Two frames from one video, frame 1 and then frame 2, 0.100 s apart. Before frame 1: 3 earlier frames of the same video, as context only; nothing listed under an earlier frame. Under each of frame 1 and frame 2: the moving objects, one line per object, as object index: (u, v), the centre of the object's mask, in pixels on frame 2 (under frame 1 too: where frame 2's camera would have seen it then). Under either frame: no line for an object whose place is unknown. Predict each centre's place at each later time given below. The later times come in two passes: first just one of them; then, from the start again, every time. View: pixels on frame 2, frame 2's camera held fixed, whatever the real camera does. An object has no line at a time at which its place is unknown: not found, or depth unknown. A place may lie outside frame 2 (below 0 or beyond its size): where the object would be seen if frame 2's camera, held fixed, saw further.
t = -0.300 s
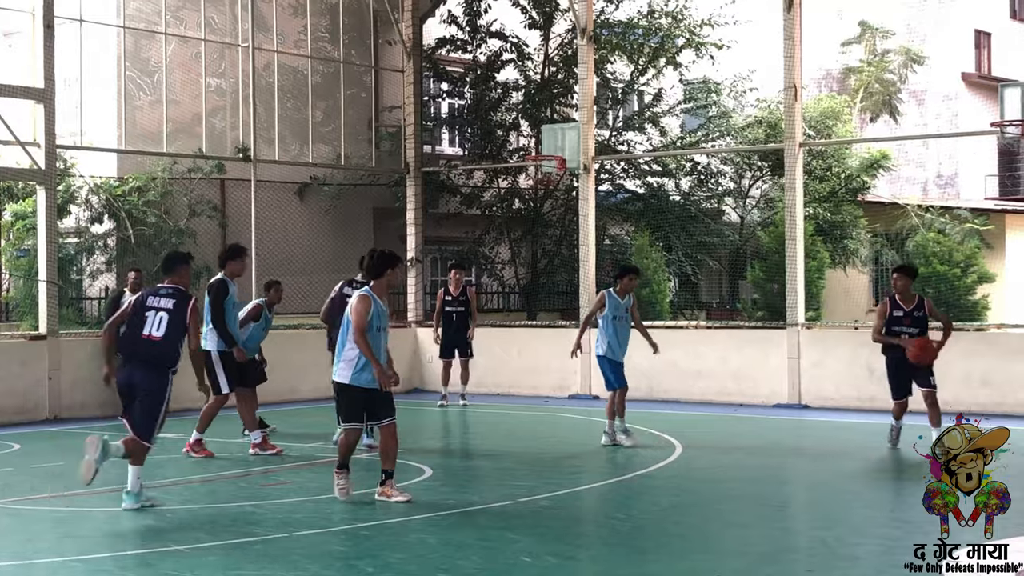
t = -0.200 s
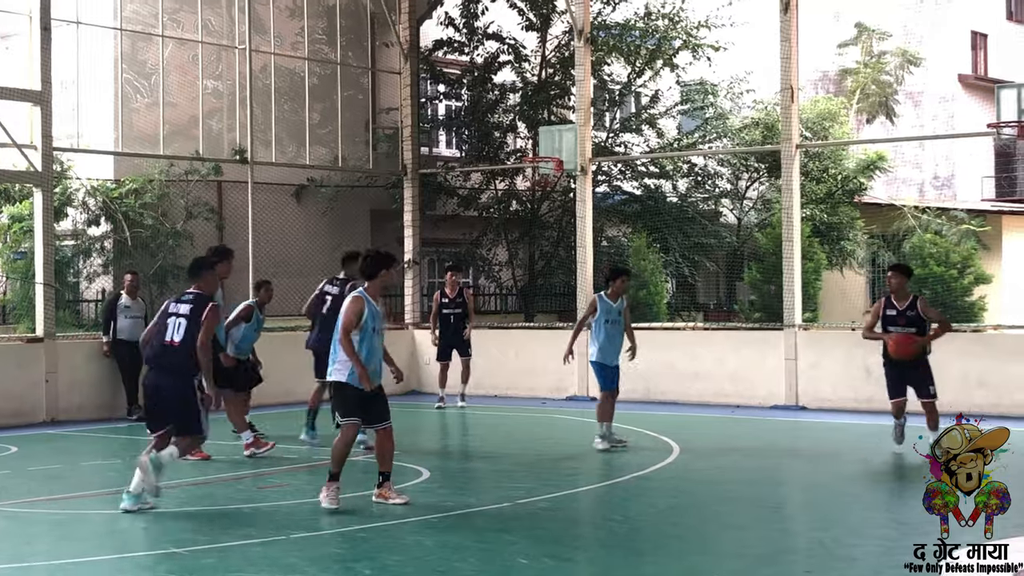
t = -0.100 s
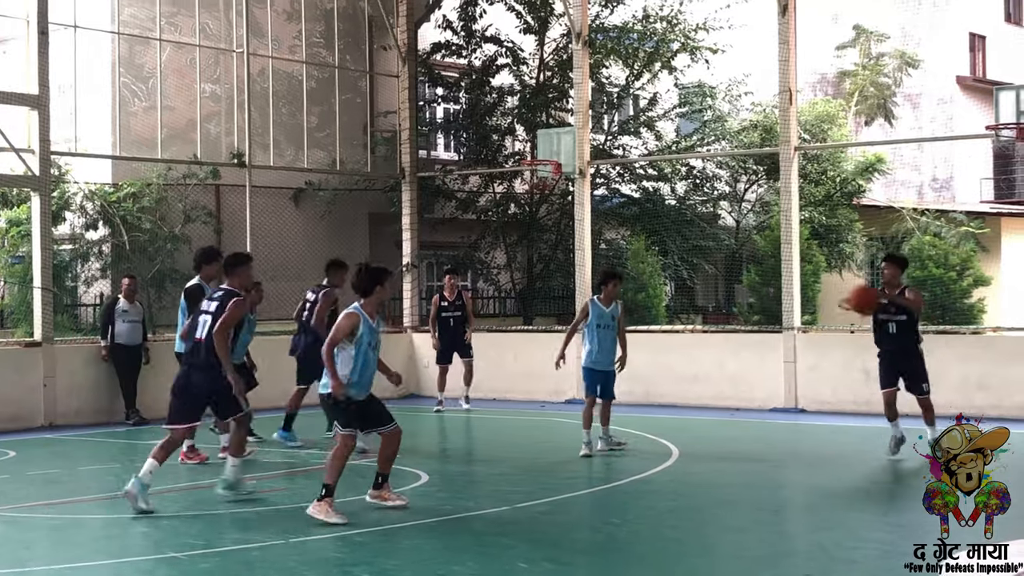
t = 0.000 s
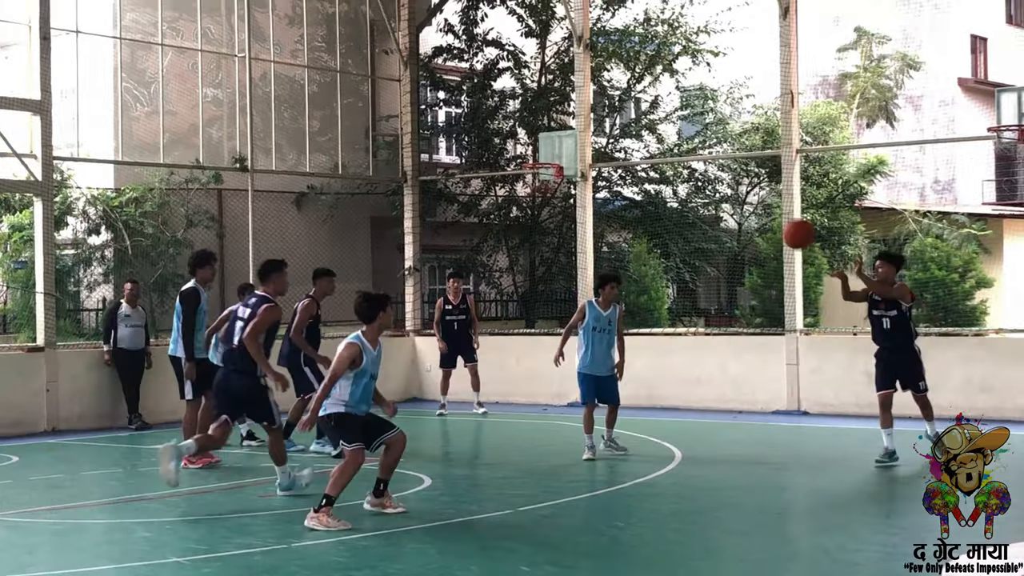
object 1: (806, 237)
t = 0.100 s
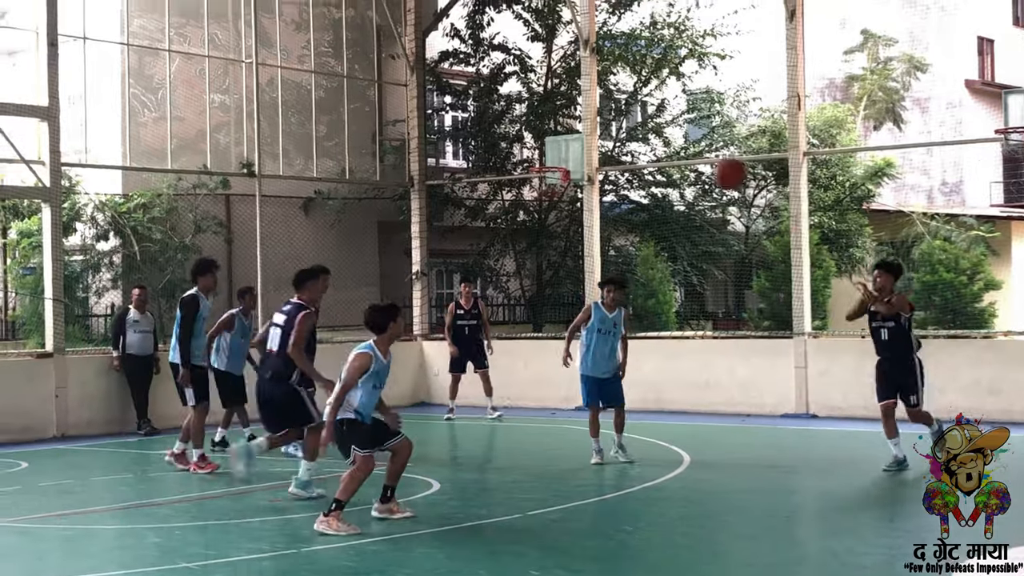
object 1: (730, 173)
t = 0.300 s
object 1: (559, 71)
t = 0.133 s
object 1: (702, 155)
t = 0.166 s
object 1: (675, 136)
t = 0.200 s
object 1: (646, 118)
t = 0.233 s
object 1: (618, 102)
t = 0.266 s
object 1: (589, 85)
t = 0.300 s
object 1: (559, 71)
